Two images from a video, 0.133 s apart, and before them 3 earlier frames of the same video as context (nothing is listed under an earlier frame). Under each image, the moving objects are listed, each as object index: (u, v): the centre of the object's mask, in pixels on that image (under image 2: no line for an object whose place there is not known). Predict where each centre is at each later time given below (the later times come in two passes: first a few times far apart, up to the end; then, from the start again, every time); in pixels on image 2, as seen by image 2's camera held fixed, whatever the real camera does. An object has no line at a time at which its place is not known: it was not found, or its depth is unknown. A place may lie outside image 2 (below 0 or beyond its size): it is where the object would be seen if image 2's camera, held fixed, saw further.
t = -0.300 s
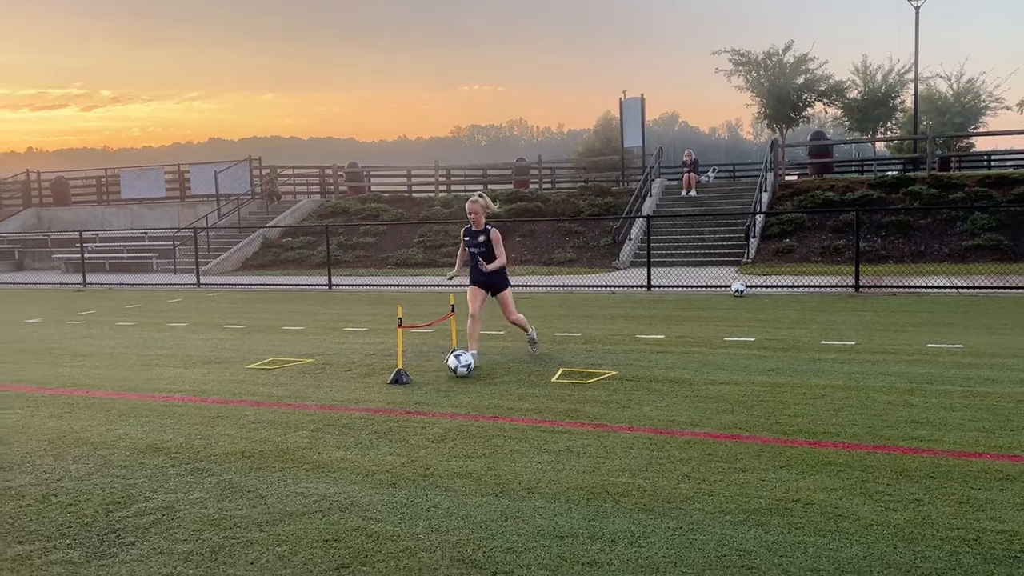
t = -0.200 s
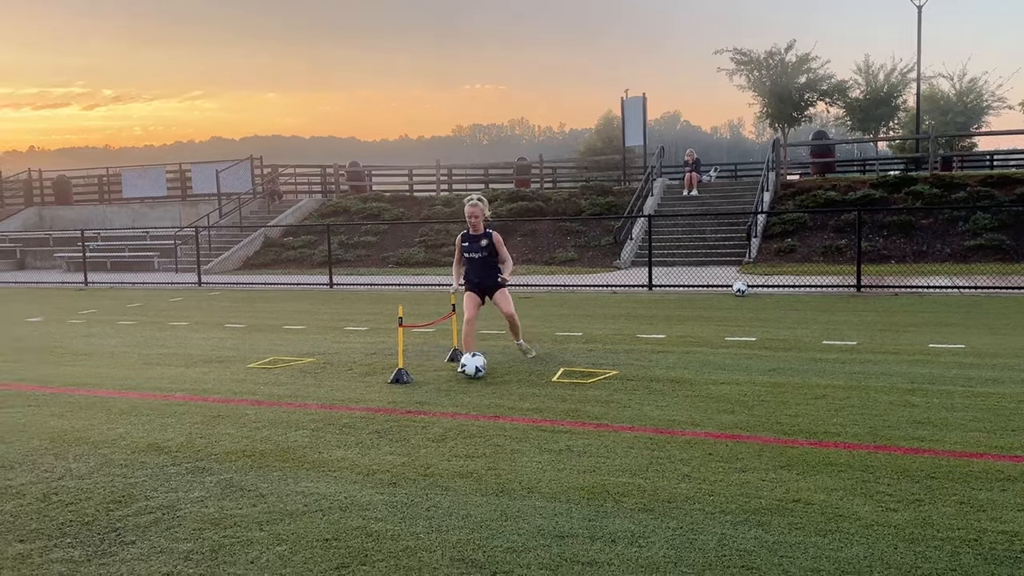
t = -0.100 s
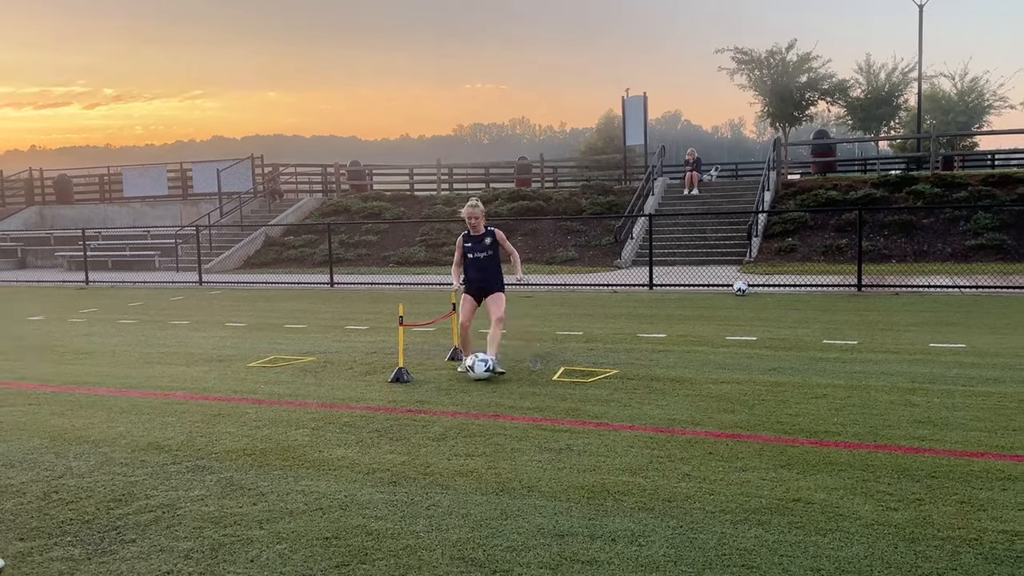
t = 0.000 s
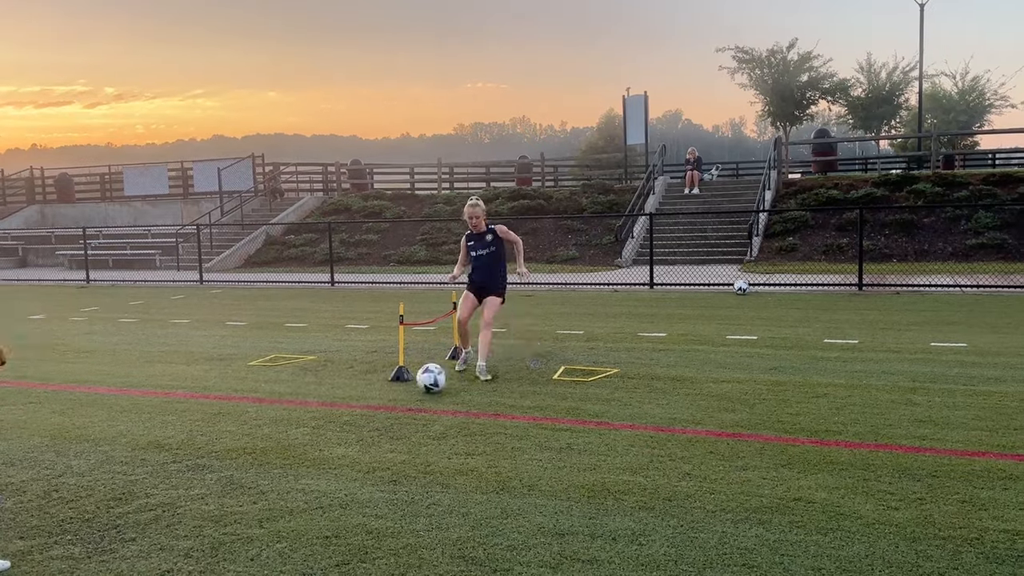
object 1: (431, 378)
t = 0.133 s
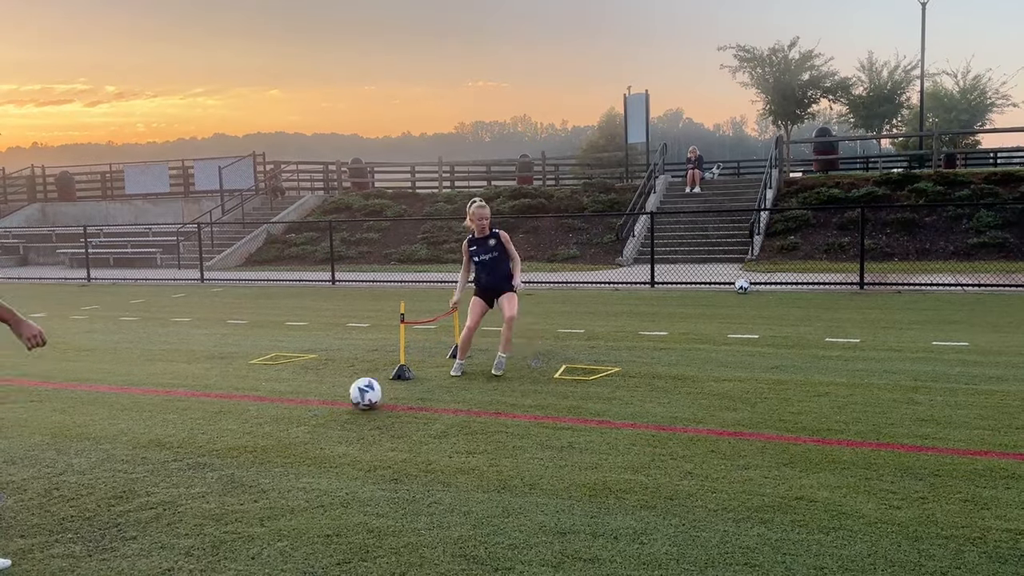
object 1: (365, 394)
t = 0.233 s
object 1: (315, 403)
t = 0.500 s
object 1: (188, 440)
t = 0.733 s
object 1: (81, 470)
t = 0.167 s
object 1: (349, 396)
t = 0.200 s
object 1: (332, 399)
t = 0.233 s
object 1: (315, 403)
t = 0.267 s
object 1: (297, 410)
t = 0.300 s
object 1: (280, 415)
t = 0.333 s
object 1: (265, 417)
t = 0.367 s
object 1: (249, 421)
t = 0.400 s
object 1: (233, 427)
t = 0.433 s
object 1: (217, 432)
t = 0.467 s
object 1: (203, 435)
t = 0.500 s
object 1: (188, 440)
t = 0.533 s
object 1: (175, 446)
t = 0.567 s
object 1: (159, 448)
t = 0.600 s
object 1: (145, 454)
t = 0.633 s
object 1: (129, 458)
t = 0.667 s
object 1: (114, 461)
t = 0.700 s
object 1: (98, 467)
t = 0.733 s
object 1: (81, 470)
